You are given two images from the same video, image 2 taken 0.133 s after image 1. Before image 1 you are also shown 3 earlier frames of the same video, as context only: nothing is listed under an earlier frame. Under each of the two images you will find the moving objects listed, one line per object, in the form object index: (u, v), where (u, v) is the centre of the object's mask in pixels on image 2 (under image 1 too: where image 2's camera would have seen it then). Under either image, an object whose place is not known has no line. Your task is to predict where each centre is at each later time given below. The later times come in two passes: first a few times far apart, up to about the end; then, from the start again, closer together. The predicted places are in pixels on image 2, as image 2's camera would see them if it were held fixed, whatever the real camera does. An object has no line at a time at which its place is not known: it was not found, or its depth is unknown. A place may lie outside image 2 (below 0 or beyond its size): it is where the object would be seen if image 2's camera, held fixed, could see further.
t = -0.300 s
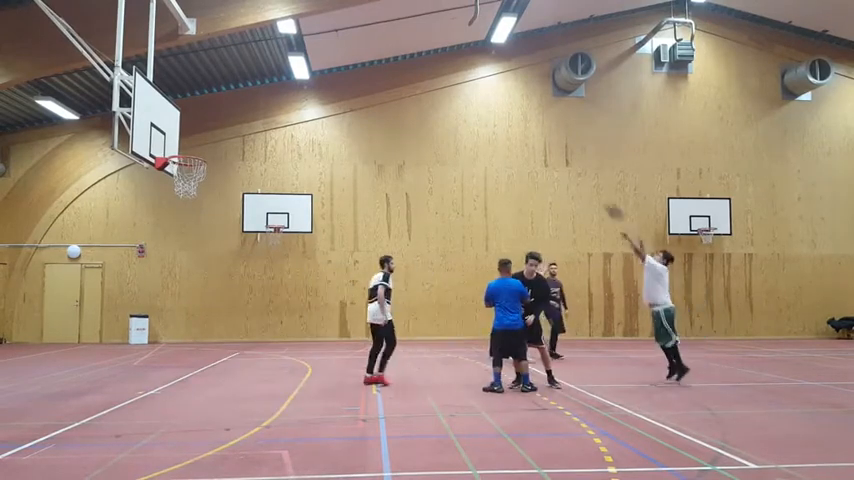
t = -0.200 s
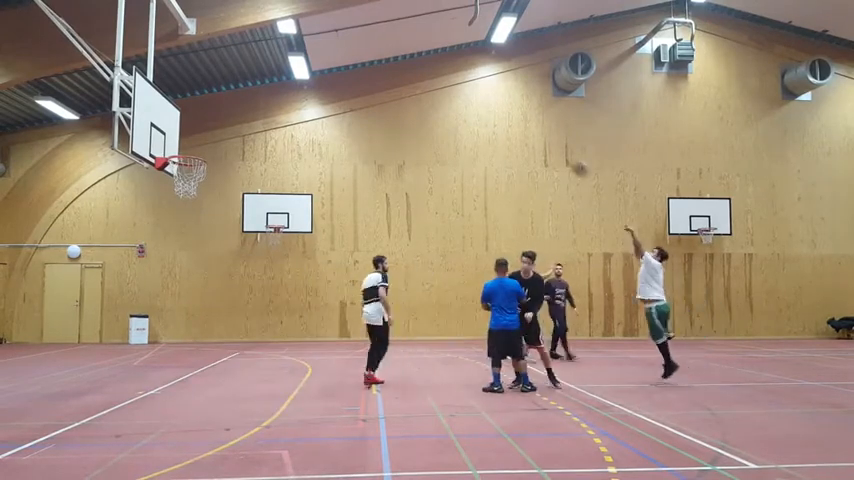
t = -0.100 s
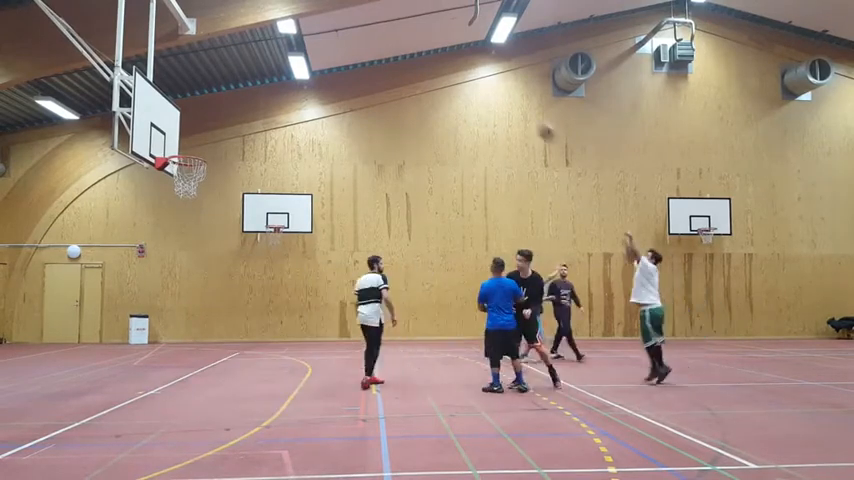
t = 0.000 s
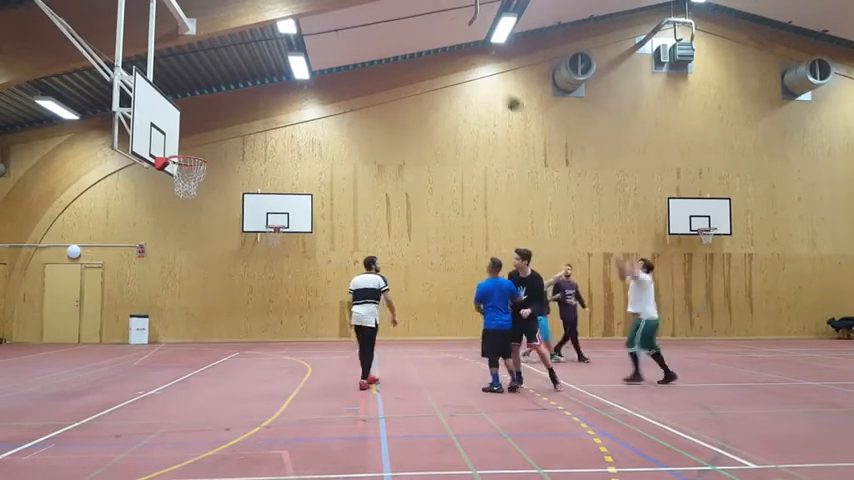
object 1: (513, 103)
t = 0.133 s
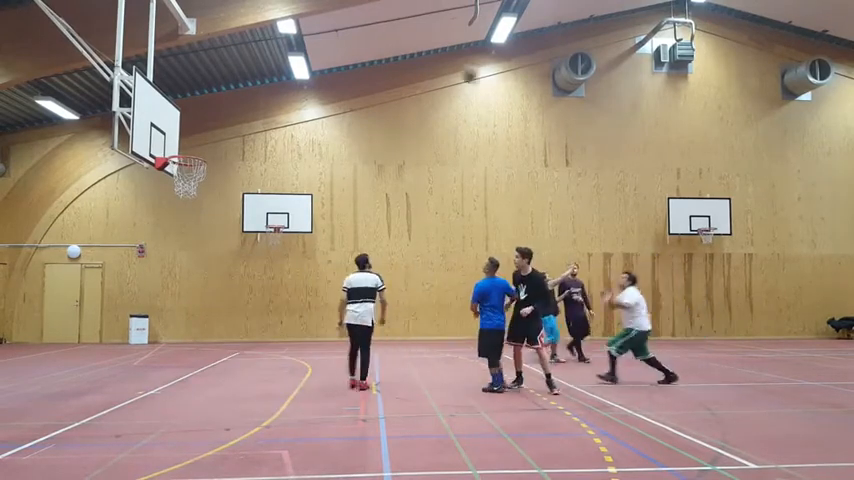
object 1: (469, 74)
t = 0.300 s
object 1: (419, 52)
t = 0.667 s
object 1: (289, 76)
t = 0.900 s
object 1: (214, 145)
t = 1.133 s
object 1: (180, 143)
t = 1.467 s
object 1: (190, 169)
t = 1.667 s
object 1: (200, 198)
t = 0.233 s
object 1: (438, 57)
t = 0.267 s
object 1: (429, 54)
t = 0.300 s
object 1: (419, 52)
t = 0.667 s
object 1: (289, 76)
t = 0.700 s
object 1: (281, 83)
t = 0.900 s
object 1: (214, 145)
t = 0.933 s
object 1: (205, 153)
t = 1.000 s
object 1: (196, 146)
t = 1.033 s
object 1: (193, 144)
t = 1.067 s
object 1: (189, 142)
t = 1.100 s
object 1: (184, 143)
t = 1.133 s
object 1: (180, 143)
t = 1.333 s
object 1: (177, 150)
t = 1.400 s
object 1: (184, 157)
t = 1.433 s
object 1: (186, 167)
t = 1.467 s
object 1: (190, 169)
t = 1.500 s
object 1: (193, 176)
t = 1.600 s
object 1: (198, 191)
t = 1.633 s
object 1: (199, 194)
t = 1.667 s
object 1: (200, 198)
